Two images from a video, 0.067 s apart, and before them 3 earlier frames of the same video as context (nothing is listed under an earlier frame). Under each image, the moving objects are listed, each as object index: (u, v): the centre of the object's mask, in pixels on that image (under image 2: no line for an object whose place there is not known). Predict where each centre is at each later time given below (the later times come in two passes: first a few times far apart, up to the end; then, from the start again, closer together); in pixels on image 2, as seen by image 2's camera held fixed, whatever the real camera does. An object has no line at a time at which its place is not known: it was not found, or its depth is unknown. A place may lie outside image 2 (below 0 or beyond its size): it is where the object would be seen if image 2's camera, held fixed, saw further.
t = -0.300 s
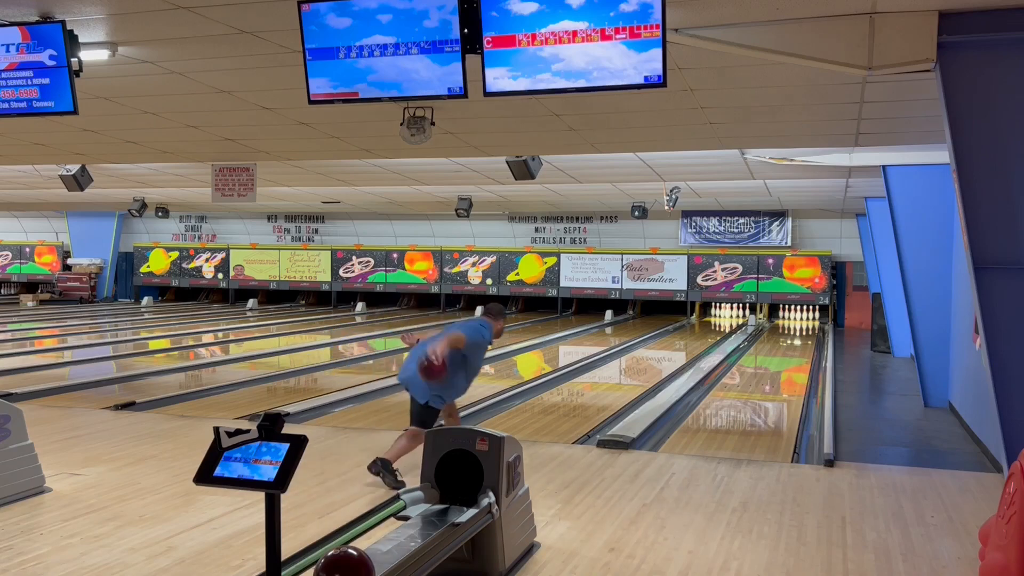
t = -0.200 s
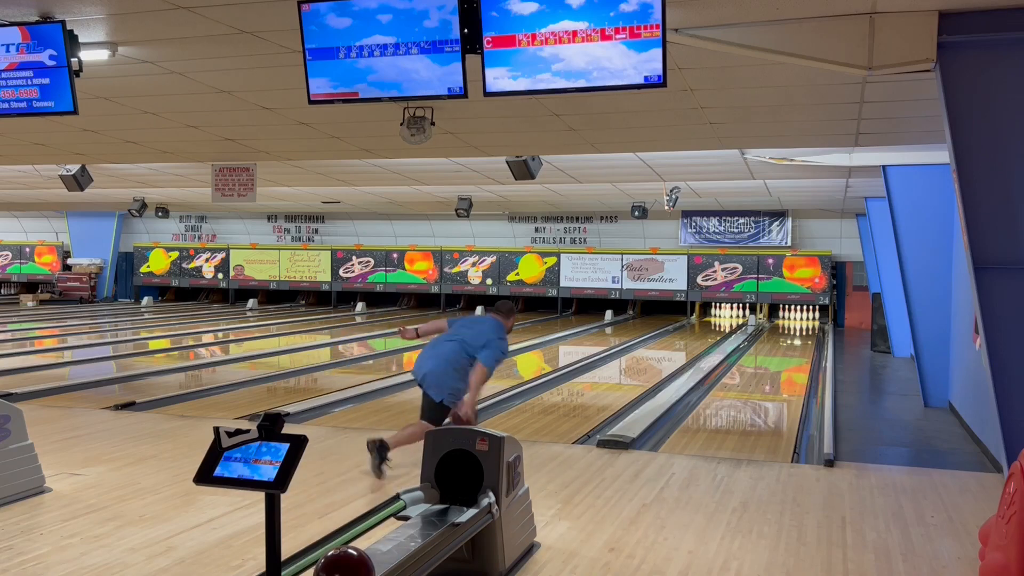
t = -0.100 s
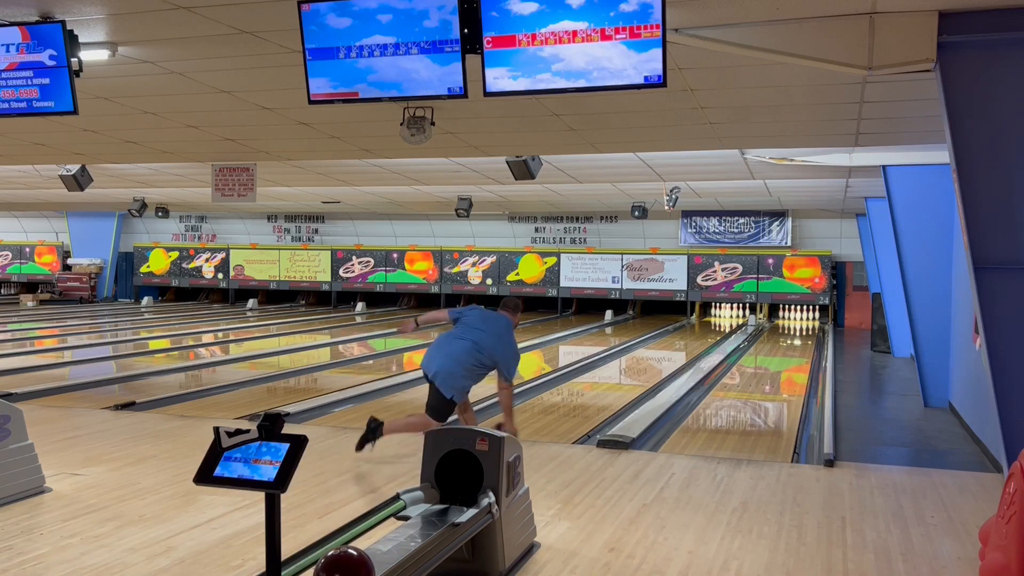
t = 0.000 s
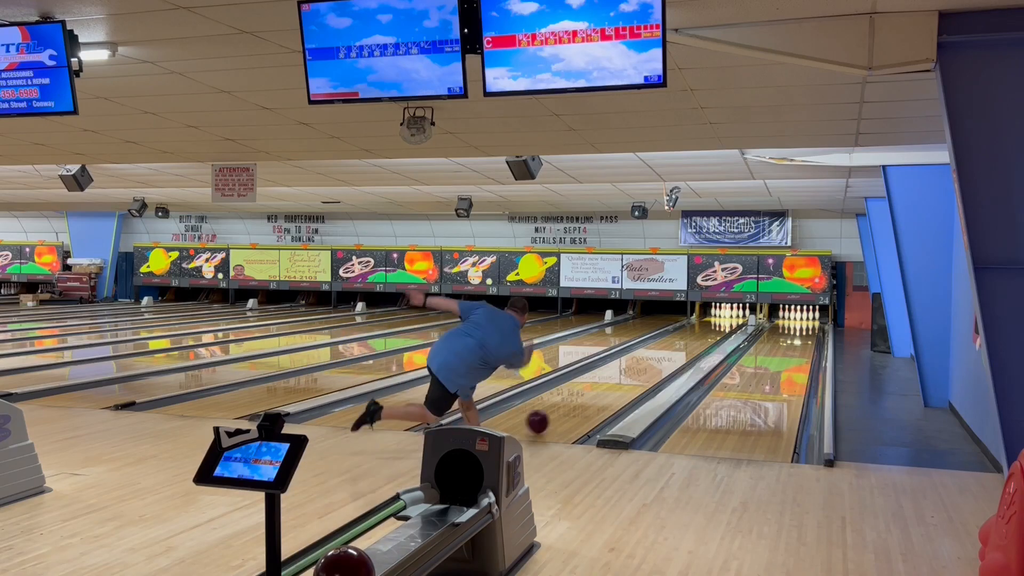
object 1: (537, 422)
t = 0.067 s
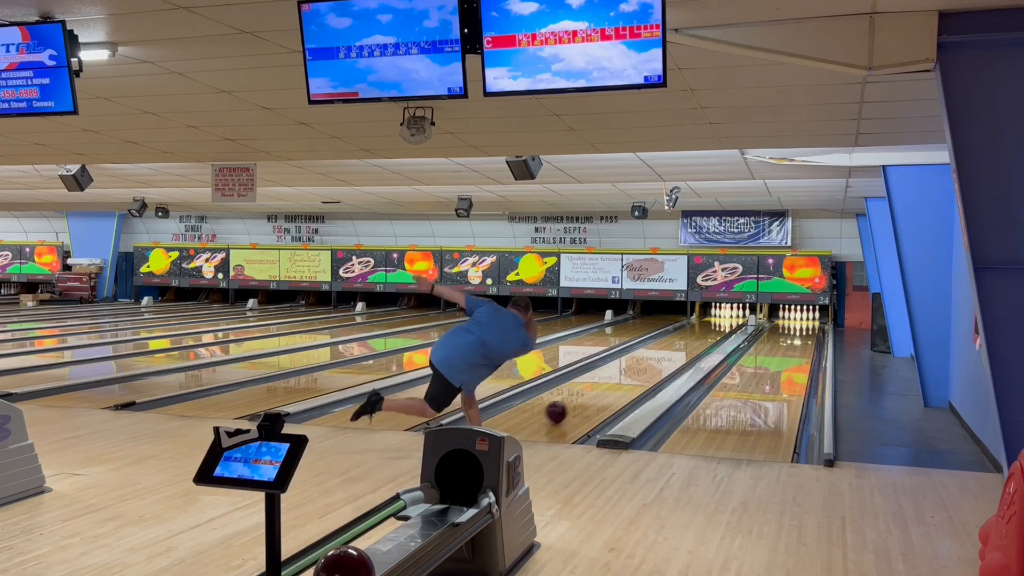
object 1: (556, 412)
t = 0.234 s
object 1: (594, 393)
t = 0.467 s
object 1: (633, 373)
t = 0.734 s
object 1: (665, 357)
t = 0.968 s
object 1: (686, 347)
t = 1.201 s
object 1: (702, 338)
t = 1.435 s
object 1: (714, 330)
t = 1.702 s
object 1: (723, 325)
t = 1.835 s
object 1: (727, 321)
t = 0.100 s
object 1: (565, 408)
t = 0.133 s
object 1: (573, 404)
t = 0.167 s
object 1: (580, 400)
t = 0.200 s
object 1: (587, 397)
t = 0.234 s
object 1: (594, 393)
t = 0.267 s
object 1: (601, 390)
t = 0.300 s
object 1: (607, 387)
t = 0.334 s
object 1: (613, 384)
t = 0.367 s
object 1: (618, 381)
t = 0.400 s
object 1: (623, 379)
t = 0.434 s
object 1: (628, 376)
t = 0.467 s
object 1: (633, 373)
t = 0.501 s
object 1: (638, 372)
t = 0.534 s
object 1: (642, 369)
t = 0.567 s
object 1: (646, 367)
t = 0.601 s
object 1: (651, 365)
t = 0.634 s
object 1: (655, 363)
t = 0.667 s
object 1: (658, 361)
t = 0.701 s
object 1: (662, 359)
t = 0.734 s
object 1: (665, 357)
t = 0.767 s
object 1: (669, 356)
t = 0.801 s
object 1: (672, 354)
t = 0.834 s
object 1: (675, 352)
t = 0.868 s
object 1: (678, 351)
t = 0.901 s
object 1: (681, 349)
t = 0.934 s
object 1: (684, 348)
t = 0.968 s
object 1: (686, 347)
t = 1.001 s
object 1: (689, 346)
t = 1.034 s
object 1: (691, 344)
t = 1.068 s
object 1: (693, 343)
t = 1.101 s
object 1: (696, 341)
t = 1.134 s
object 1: (698, 340)
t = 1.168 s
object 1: (700, 339)
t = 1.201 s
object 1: (702, 338)
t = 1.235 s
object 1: (704, 337)
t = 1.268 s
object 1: (706, 336)
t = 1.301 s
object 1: (708, 335)
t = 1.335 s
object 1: (710, 334)
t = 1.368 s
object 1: (711, 333)
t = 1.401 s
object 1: (712, 331)
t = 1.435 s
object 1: (714, 330)
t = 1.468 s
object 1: (715, 329)
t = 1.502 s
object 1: (716, 329)
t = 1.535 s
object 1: (718, 328)
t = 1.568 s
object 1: (719, 327)
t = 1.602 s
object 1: (720, 327)
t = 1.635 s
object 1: (721, 326)
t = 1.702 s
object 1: (723, 325)
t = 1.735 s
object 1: (724, 324)
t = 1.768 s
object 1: (725, 323)
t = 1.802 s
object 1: (725, 322)
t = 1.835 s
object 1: (727, 321)
